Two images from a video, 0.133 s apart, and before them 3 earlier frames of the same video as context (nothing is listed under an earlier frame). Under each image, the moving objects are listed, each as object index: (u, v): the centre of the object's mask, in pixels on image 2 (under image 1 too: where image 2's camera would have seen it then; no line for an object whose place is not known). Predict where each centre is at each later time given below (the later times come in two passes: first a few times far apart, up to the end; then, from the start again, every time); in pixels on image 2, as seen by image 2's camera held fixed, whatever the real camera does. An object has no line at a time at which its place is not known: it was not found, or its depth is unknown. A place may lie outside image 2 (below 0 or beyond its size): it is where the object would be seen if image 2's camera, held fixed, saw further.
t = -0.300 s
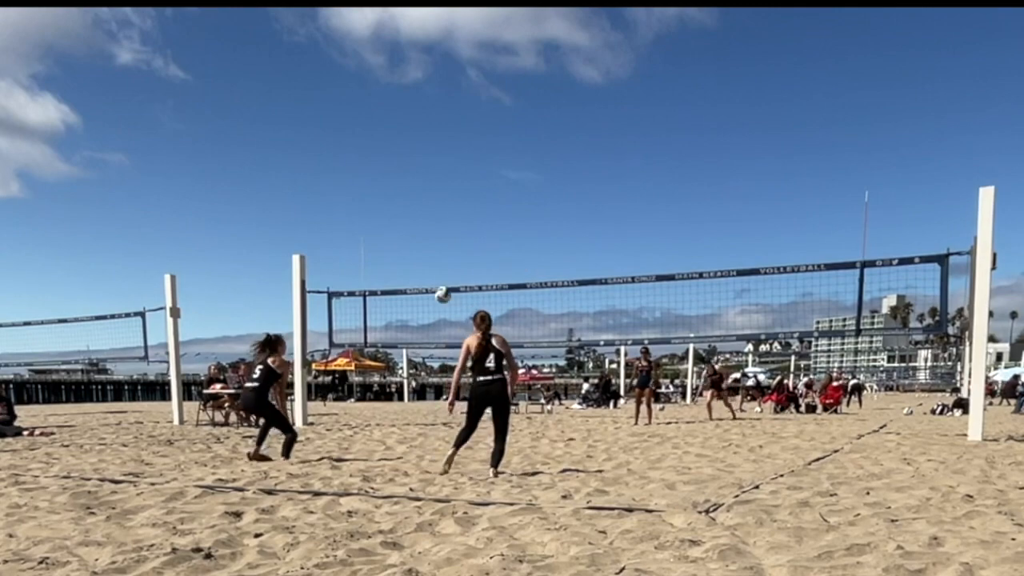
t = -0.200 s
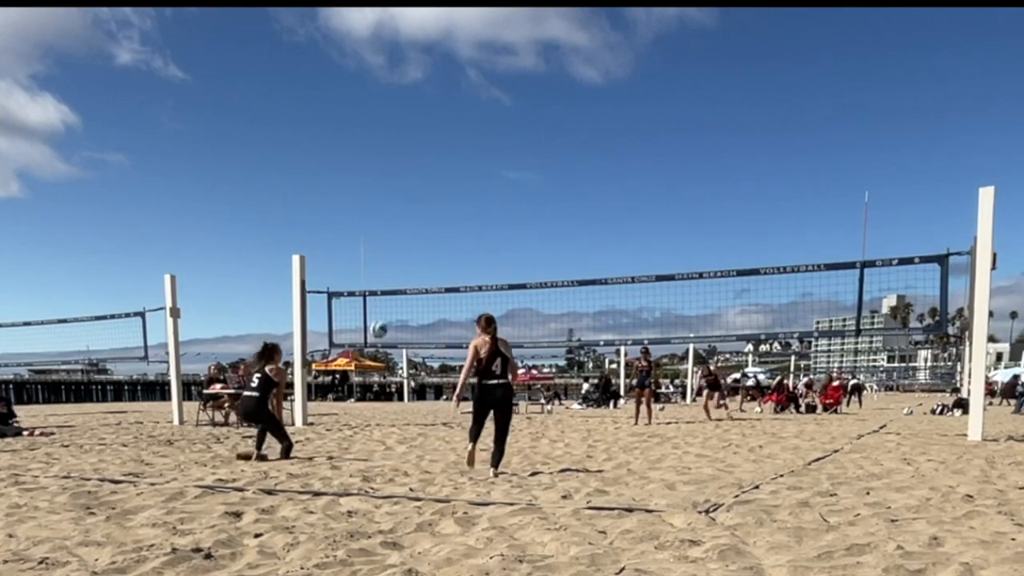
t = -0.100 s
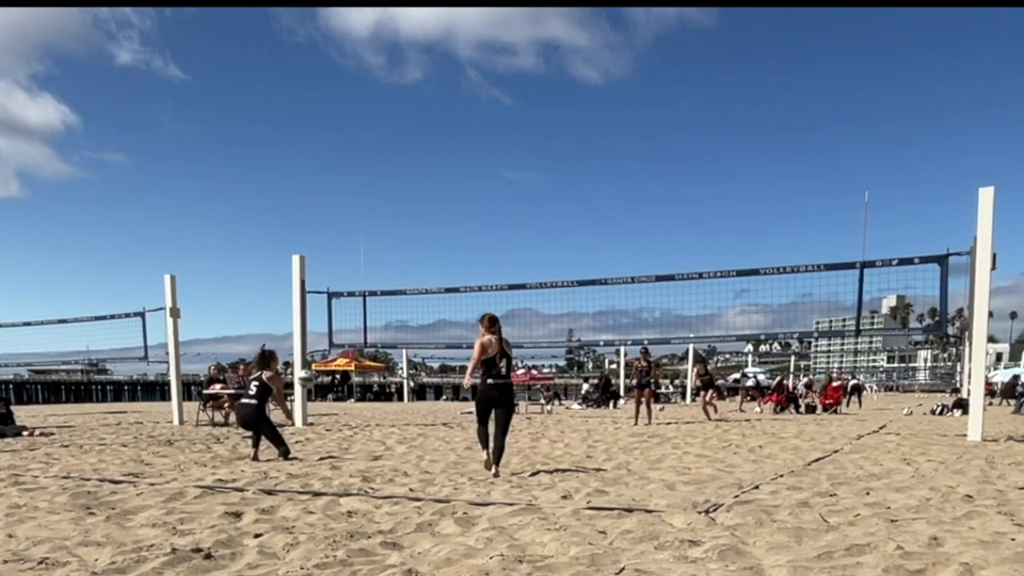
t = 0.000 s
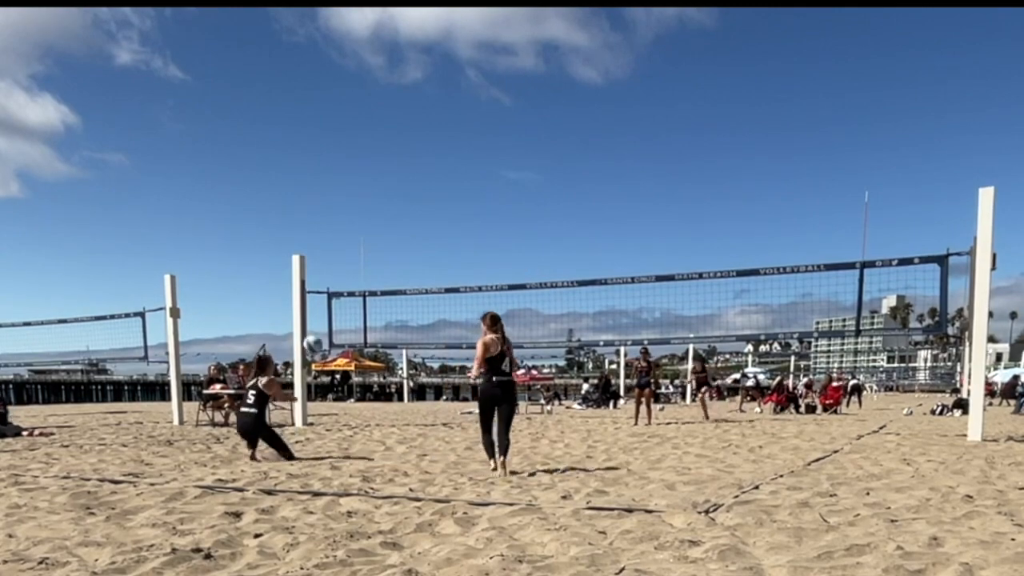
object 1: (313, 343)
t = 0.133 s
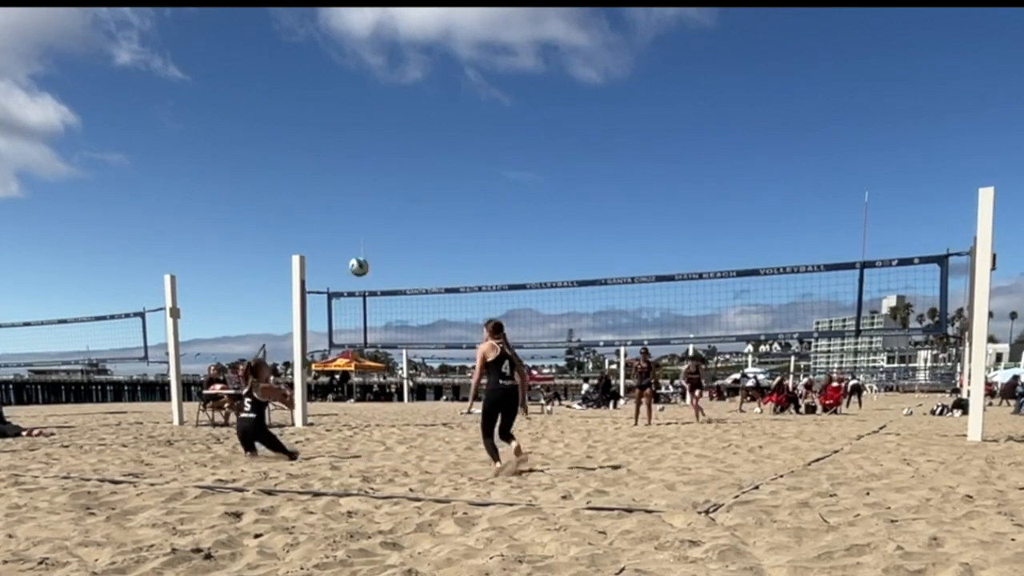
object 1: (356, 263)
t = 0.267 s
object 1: (399, 201)
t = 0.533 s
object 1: (478, 127)
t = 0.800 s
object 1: (545, 126)
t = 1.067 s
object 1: (606, 192)
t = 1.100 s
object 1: (612, 205)
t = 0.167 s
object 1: (366, 244)
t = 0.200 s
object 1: (378, 229)
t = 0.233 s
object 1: (391, 218)
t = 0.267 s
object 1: (399, 201)
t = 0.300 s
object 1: (409, 187)
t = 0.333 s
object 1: (419, 173)
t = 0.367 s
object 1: (429, 164)
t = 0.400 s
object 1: (439, 155)
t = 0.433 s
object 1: (448, 147)
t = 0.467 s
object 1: (459, 138)
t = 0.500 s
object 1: (467, 133)
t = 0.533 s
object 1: (478, 127)
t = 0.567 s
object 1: (486, 123)
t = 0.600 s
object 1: (495, 121)
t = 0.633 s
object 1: (505, 118)
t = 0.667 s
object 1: (513, 117)
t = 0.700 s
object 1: (521, 118)
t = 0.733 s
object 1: (529, 120)
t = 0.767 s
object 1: (537, 122)
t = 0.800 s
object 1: (545, 126)
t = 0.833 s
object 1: (554, 129)
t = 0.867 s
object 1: (561, 136)
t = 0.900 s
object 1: (568, 142)
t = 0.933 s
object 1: (576, 149)
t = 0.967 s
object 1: (582, 158)
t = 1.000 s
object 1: (592, 170)
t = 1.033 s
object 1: (597, 179)
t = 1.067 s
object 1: (606, 192)
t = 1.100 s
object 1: (612, 205)
